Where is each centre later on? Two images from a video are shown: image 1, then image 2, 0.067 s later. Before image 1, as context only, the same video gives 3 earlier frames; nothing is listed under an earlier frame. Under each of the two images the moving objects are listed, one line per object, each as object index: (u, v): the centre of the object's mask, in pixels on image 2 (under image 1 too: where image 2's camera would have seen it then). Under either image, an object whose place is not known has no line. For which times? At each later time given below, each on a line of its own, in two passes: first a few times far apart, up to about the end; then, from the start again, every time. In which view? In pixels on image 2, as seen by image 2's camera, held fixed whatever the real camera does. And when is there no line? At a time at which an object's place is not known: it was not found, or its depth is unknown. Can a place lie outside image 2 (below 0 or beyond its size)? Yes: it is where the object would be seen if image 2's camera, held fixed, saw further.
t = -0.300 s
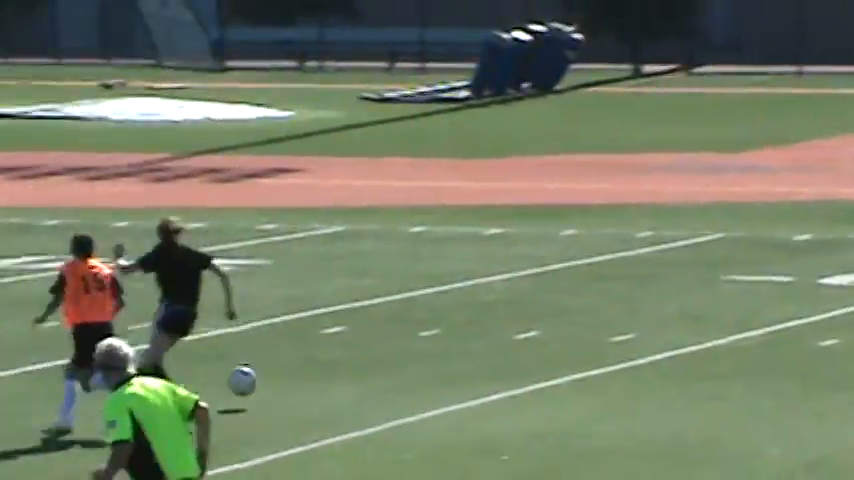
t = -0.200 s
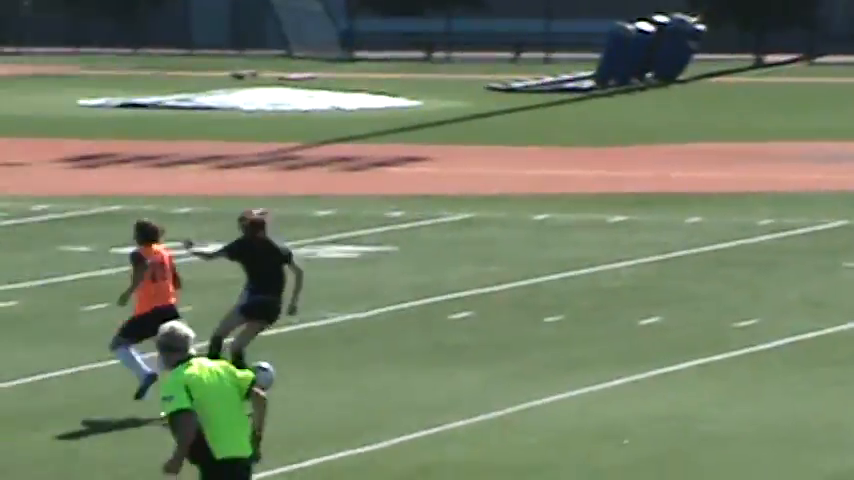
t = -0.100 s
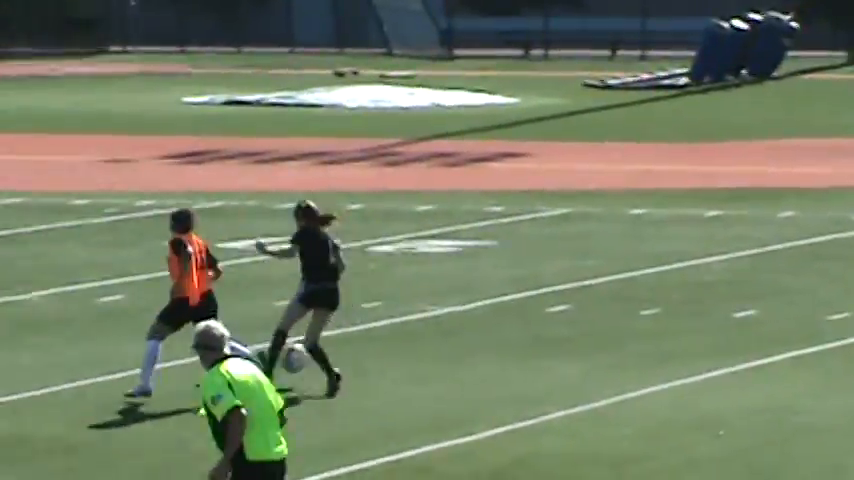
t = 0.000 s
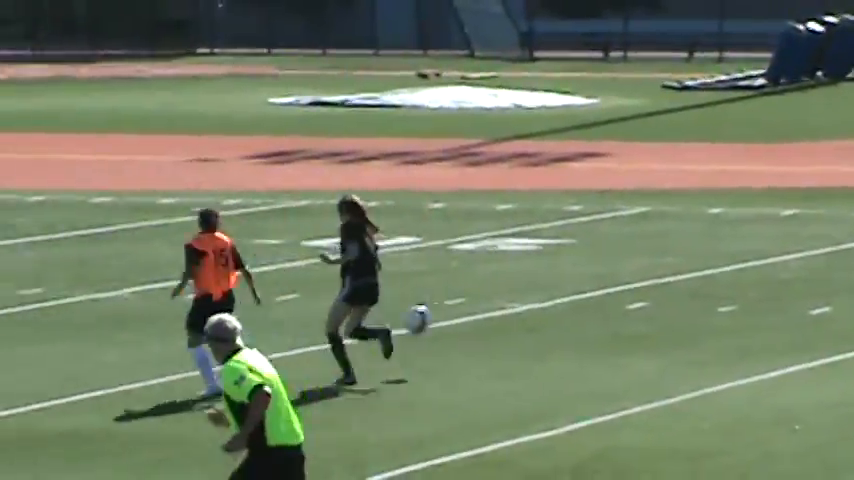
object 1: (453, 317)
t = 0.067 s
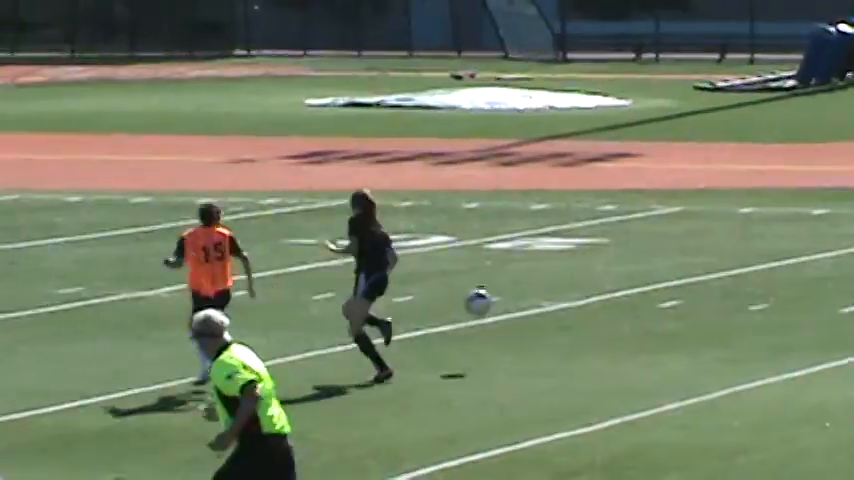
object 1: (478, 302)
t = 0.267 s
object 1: (552, 285)
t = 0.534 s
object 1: (643, 328)
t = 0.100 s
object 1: (491, 296)
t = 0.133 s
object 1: (504, 291)
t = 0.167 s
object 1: (516, 287)
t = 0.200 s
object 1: (528, 285)
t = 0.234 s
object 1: (540, 284)
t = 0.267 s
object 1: (552, 285)
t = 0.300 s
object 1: (564, 286)
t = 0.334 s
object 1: (576, 287)
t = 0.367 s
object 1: (586, 292)
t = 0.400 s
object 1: (597, 296)
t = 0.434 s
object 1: (609, 302)
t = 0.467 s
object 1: (621, 310)
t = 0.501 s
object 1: (631, 318)
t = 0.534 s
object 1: (643, 328)
